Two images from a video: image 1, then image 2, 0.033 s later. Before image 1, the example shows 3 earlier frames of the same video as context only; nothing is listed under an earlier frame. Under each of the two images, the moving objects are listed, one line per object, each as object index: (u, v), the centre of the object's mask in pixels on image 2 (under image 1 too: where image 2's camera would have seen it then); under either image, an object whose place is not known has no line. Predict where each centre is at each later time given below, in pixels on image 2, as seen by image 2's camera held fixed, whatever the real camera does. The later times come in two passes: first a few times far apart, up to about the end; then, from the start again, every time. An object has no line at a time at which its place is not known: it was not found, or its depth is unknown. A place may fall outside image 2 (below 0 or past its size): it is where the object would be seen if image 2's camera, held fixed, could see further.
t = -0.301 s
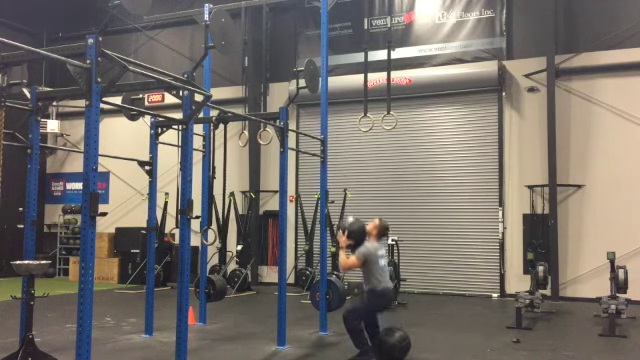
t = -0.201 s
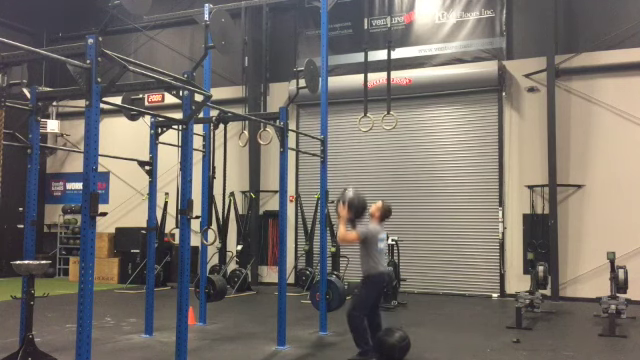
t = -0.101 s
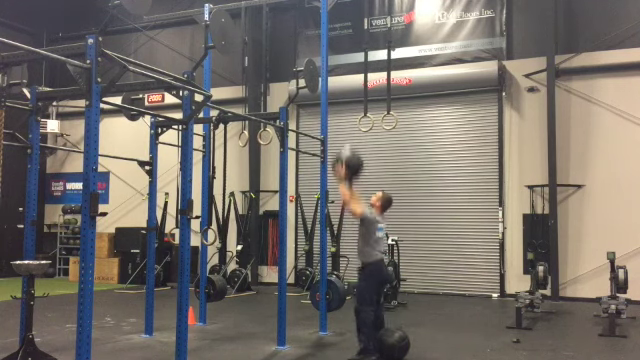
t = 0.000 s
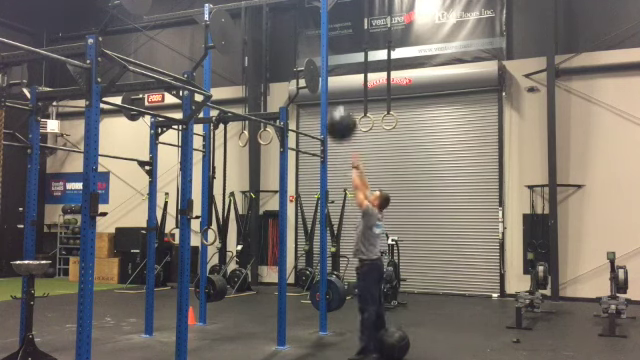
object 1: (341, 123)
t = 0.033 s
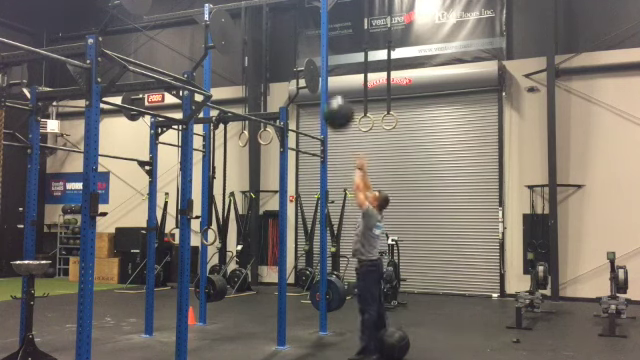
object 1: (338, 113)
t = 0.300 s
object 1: (322, 64)
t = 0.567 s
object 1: (333, 75)
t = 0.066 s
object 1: (336, 103)
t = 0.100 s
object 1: (334, 95)
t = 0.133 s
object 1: (332, 87)
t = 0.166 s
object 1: (330, 80)
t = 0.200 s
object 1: (328, 74)
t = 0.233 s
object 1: (326, 69)
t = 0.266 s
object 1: (322, 66)
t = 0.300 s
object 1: (322, 64)
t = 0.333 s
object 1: (322, 63)
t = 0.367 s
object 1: (322, 63)
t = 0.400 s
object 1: (325, 62)
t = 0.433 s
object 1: (327, 63)
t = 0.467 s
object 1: (328, 65)
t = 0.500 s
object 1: (330, 67)
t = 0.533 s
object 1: (331, 71)
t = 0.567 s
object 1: (333, 75)
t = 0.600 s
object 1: (334, 81)
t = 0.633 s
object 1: (336, 87)
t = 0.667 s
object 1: (337, 95)
